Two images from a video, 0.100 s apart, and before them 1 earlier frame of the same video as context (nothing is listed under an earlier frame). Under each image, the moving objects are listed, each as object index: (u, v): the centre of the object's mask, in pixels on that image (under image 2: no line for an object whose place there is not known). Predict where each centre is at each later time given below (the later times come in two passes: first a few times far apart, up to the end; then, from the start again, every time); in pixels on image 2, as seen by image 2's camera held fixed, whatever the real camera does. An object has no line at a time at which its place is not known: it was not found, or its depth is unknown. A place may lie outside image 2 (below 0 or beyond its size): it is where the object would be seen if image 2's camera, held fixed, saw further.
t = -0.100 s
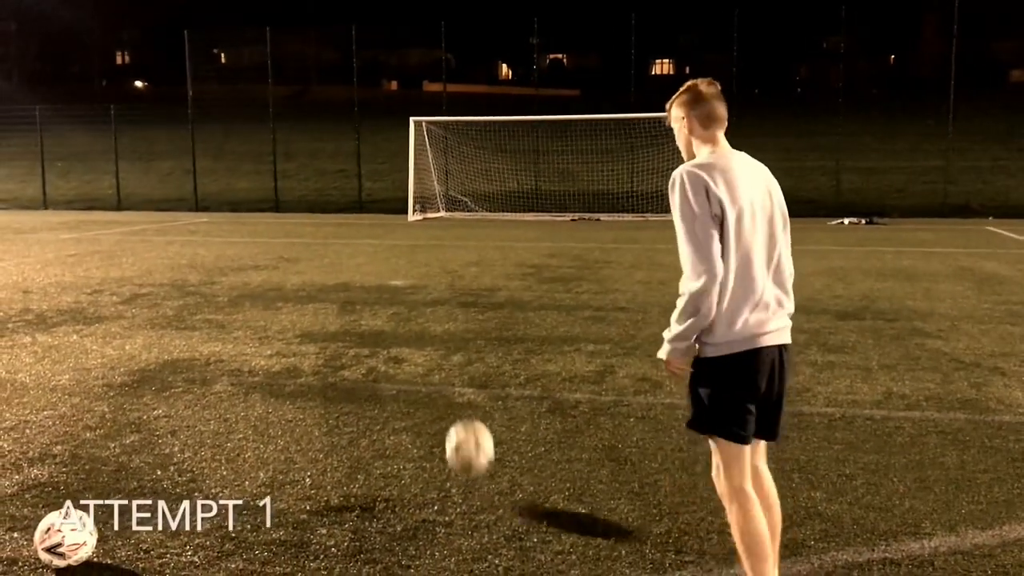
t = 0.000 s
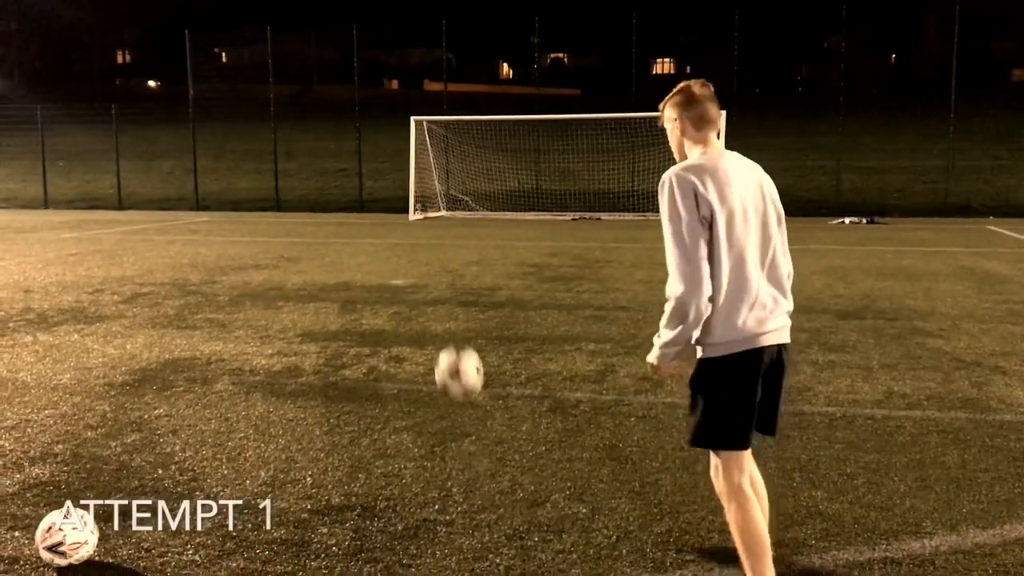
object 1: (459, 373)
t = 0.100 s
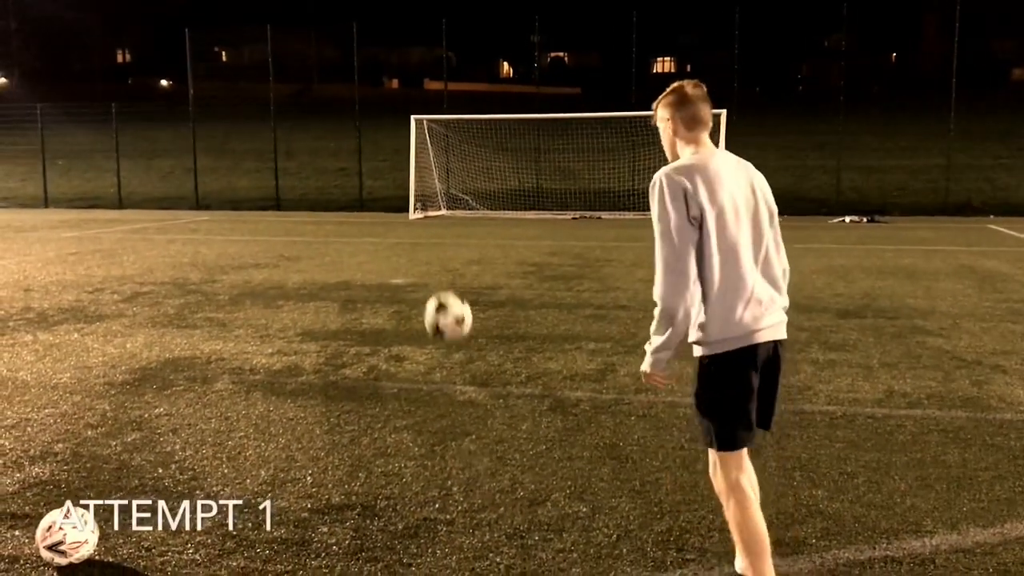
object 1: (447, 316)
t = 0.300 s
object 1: (428, 273)
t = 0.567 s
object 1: (408, 339)
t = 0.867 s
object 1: (382, 380)
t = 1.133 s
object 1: (357, 352)
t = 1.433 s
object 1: (331, 403)
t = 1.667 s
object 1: (311, 381)
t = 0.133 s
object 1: (444, 304)
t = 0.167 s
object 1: (440, 292)
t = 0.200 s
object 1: (437, 285)
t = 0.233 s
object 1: (434, 278)
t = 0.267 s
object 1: (431, 274)
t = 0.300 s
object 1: (428, 273)
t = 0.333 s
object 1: (425, 274)
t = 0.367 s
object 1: (422, 277)
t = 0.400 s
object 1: (419, 282)
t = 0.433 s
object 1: (417, 289)
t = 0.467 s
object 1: (414, 298)
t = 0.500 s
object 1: (412, 310)
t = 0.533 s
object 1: (410, 323)
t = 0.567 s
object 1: (408, 339)
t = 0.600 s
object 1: (406, 357)
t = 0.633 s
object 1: (404, 377)
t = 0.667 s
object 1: (402, 399)
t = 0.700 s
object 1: (399, 424)
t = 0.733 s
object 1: (397, 445)
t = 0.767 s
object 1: (394, 426)
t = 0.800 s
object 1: (390, 411)
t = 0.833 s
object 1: (387, 392)
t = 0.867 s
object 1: (382, 380)
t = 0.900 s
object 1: (379, 370)
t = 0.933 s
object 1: (375, 360)
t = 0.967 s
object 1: (371, 355)
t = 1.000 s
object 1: (368, 351)
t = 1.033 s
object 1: (365, 347)
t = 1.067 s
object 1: (362, 346)
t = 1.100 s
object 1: (359, 348)
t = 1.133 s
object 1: (357, 352)
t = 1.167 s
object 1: (353, 358)
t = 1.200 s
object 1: (350, 365)
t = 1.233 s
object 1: (347, 375)
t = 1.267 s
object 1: (345, 386)
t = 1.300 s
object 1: (342, 399)
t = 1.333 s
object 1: (340, 416)
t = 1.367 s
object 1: (337, 423)
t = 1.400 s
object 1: (334, 414)
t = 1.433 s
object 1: (331, 403)
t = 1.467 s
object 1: (328, 393)
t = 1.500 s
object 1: (325, 386)
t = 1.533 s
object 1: (322, 381)
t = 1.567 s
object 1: (319, 378)
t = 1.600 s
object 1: (316, 378)
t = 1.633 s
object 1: (314, 378)
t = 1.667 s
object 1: (311, 381)
